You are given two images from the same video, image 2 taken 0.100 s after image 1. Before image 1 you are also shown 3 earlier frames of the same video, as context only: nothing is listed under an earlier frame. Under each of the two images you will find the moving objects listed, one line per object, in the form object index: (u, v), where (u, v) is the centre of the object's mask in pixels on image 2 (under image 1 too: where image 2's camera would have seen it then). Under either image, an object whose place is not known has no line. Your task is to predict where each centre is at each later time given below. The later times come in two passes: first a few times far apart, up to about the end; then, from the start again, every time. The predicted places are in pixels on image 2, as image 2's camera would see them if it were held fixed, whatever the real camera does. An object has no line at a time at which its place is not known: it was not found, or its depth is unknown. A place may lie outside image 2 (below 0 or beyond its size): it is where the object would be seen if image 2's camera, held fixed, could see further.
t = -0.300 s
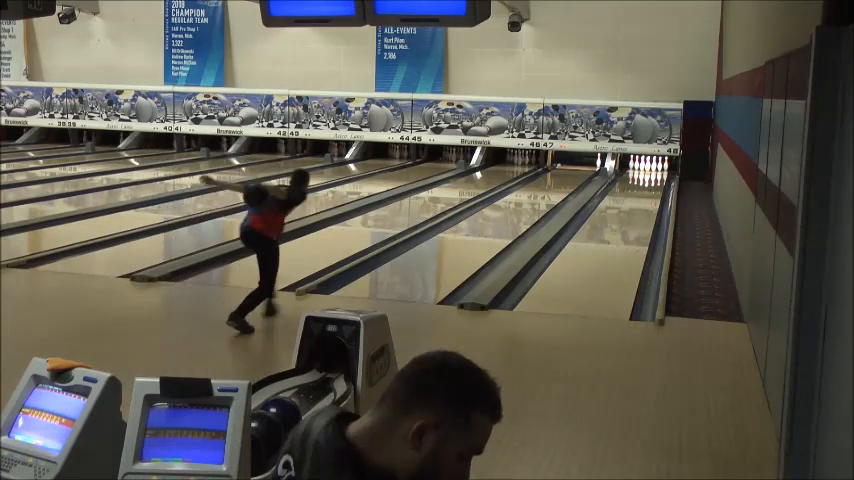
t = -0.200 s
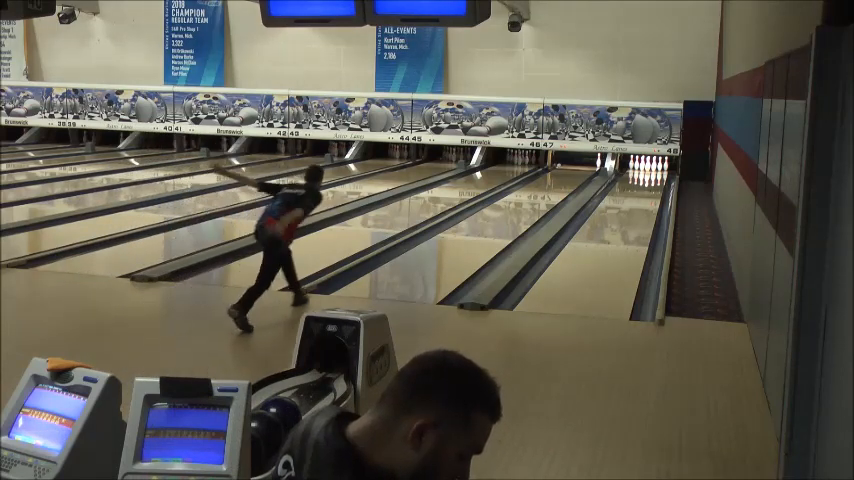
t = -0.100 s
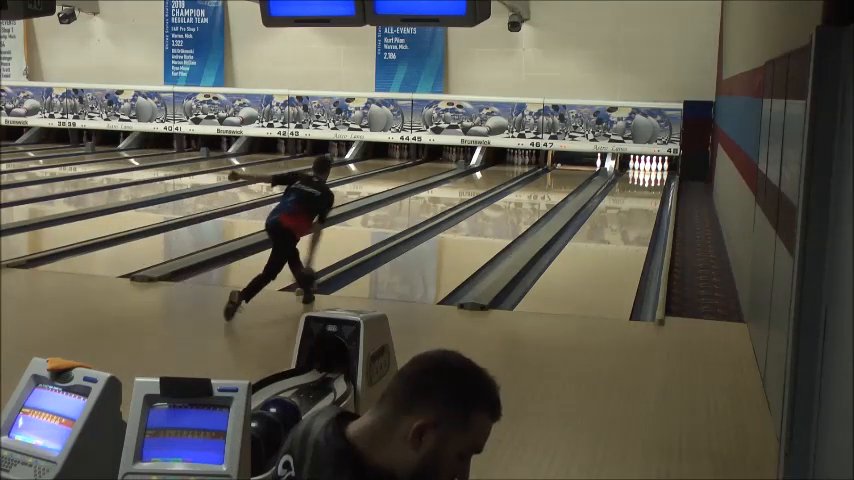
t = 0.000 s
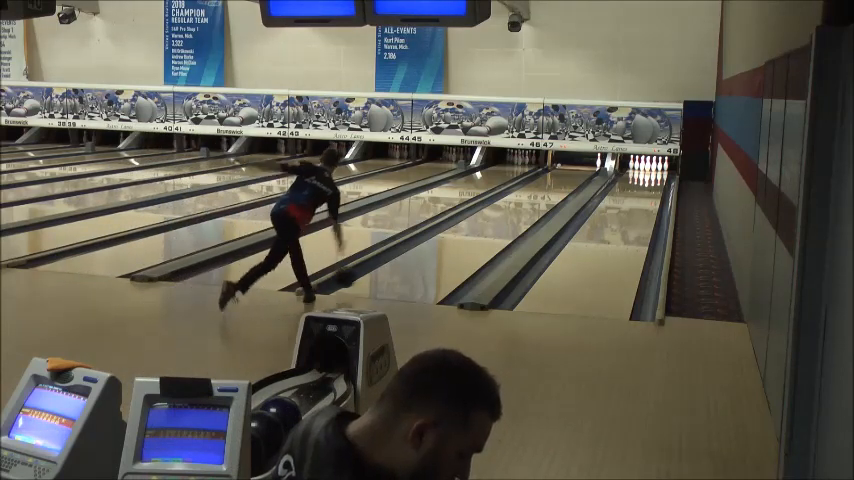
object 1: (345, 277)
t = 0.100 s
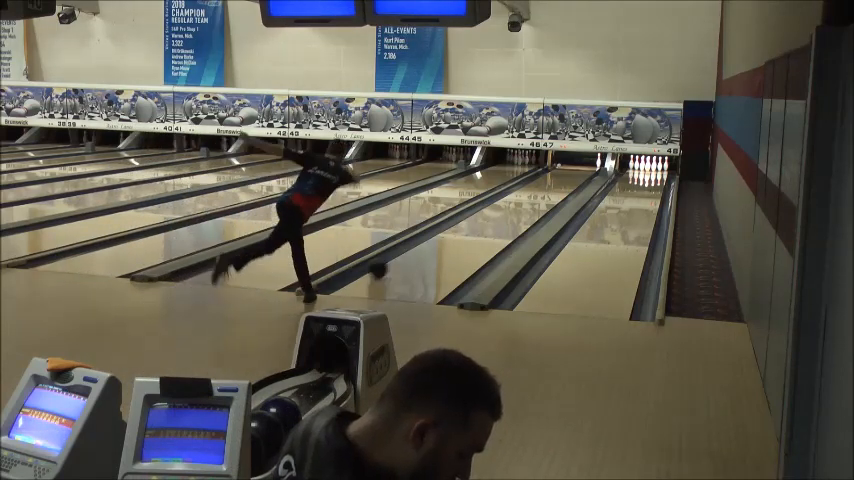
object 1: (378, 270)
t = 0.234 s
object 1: (415, 253)
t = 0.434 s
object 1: (457, 232)
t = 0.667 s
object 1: (494, 214)
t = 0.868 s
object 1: (520, 203)
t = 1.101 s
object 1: (543, 192)
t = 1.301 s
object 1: (558, 184)
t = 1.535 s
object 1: (574, 177)
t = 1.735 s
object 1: (583, 172)
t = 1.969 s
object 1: (593, 168)
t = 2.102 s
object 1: (596, 165)
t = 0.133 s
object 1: (388, 266)
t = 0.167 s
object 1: (398, 262)
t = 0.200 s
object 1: (406, 257)
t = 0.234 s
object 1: (415, 253)
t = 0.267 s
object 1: (423, 249)
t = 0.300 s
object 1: (430, 245)
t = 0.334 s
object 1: (438, 242)
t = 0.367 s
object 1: (444, 238)
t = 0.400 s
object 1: (451, 235)
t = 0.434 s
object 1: (457, 232)
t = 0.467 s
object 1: (463, 229)
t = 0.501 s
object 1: (469, 227)
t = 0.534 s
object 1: (474, 224)
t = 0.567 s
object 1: (480, 222)
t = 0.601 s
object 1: (485, 219)
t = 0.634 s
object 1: (490, 217)
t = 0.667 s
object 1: (494, 214)
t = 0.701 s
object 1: (499, 213)
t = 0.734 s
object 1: (504, 210)
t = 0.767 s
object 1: (508, 208)
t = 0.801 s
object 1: (512, 206)
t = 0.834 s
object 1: (516, 205)
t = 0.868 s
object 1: (520, 203)
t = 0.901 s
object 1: (523, 201)
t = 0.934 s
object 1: (527, 199)
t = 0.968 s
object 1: (530, 198)
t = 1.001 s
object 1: (533, 196)
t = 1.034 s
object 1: (537, 195)
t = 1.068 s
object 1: (539, 193)
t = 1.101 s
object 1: (543, 192)
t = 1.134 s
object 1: (545, 191)
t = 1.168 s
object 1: (548, 189)
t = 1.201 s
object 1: (551, 188)
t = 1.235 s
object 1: (554, 187)
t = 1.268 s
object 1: (556, 186)
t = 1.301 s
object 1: (558, 184)
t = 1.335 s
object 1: (561, 183)
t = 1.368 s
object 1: (563, 182)
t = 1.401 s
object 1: (566, 181)
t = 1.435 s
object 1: (568, 180)
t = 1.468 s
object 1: (570, 179)
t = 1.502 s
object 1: (572, 178)
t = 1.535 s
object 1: (574, 177)
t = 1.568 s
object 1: (575, 176)
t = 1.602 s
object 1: (576, 175)
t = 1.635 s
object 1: (579, 174)
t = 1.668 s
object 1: (580, 173)
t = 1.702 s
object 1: (582, 173)
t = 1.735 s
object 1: (583, 172)
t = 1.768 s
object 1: (585, 171)
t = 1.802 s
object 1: (586, 170)
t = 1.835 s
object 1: (588, 170)
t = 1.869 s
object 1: (589, 169)
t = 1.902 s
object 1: (591, 168)
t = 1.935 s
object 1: (592, 168)
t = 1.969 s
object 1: (593, 168)
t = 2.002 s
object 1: (594, 167)
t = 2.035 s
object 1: (595, 166)
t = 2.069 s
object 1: (596, 165)
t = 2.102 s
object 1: (596, 165)
